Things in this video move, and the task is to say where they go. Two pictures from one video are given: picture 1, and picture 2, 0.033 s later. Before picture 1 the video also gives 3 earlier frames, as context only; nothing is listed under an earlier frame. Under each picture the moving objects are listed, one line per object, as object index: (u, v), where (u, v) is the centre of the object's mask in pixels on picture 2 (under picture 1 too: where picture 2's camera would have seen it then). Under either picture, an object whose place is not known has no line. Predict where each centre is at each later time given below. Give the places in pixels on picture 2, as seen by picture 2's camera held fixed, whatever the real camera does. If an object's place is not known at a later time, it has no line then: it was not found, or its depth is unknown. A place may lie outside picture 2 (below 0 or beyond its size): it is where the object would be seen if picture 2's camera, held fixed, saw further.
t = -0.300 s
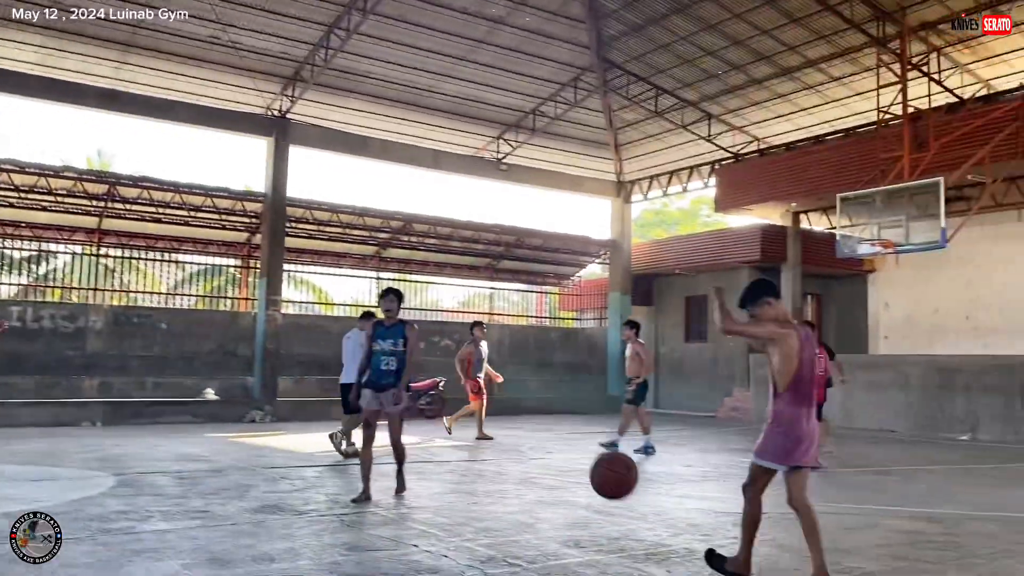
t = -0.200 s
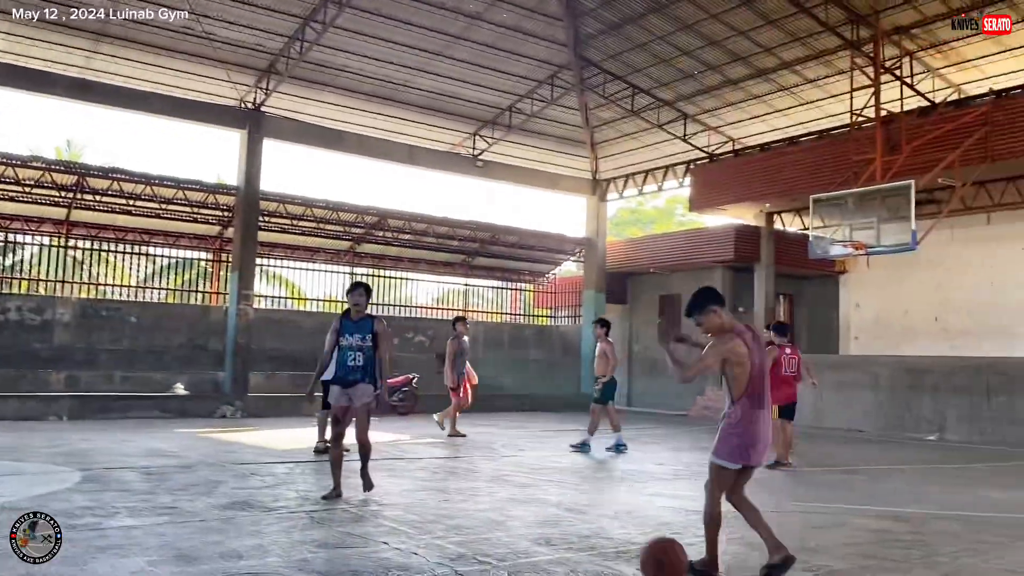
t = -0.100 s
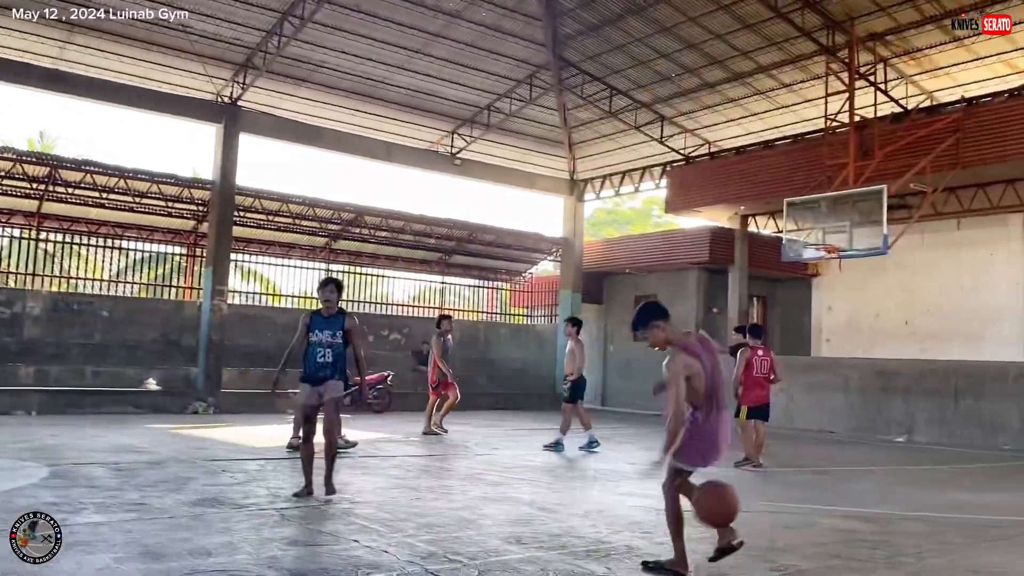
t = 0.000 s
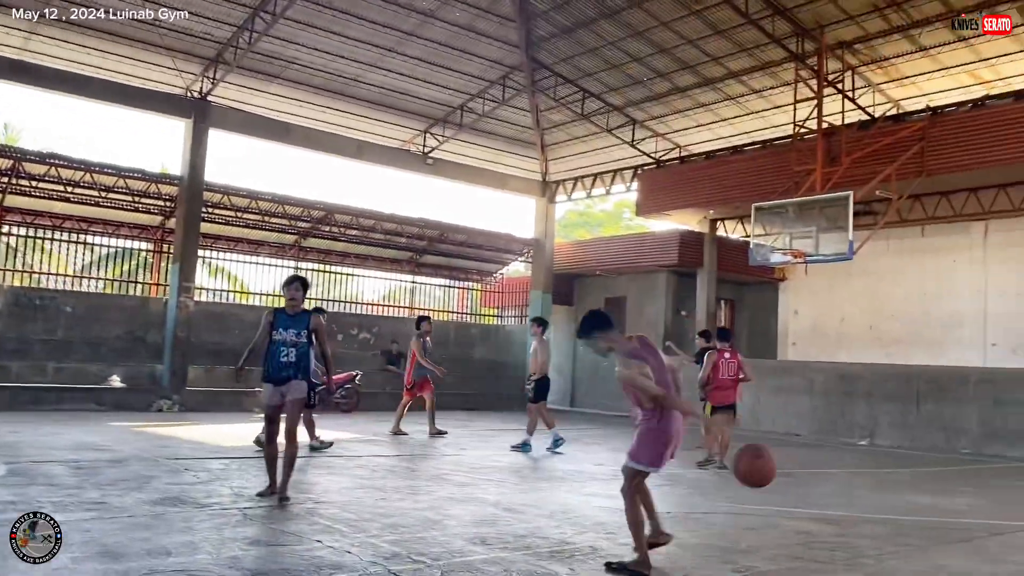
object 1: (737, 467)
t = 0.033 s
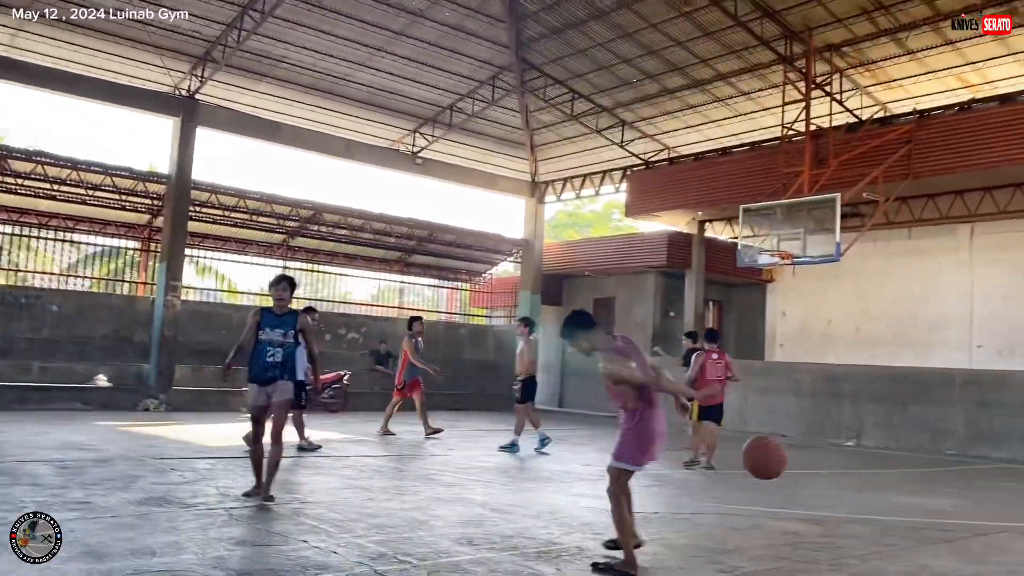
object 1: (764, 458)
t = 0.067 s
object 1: (789, 451)
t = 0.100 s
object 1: (814, 447)
